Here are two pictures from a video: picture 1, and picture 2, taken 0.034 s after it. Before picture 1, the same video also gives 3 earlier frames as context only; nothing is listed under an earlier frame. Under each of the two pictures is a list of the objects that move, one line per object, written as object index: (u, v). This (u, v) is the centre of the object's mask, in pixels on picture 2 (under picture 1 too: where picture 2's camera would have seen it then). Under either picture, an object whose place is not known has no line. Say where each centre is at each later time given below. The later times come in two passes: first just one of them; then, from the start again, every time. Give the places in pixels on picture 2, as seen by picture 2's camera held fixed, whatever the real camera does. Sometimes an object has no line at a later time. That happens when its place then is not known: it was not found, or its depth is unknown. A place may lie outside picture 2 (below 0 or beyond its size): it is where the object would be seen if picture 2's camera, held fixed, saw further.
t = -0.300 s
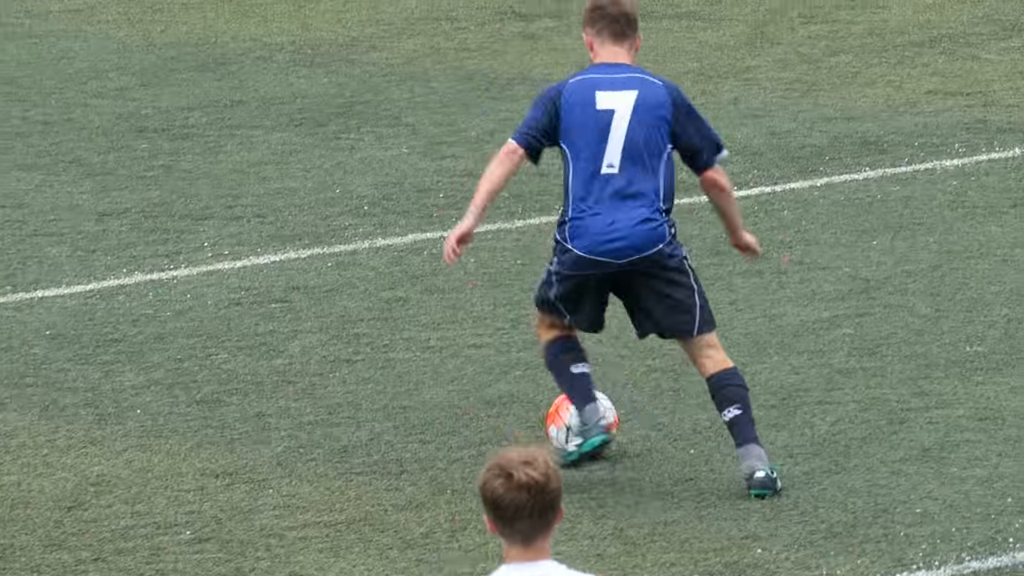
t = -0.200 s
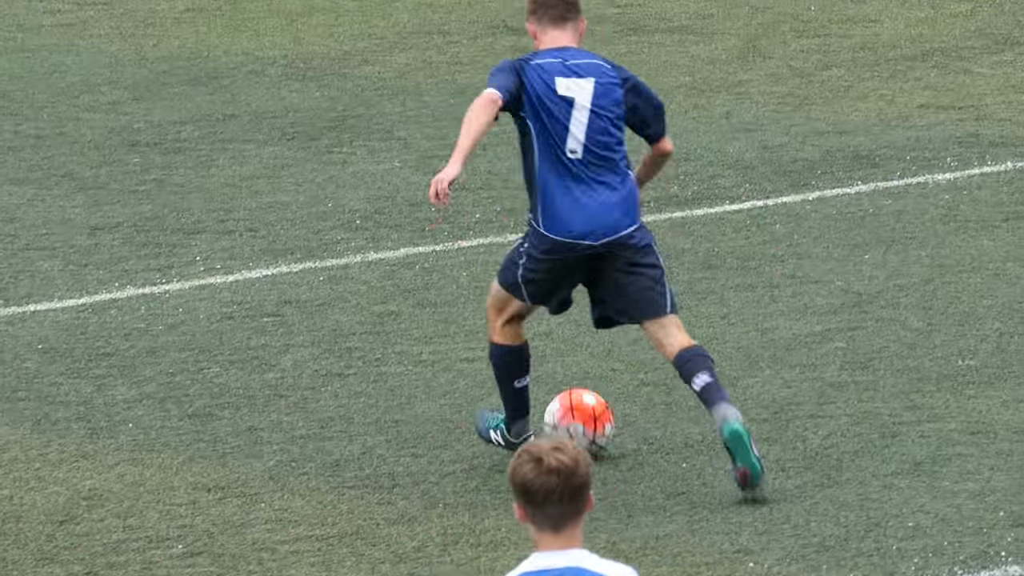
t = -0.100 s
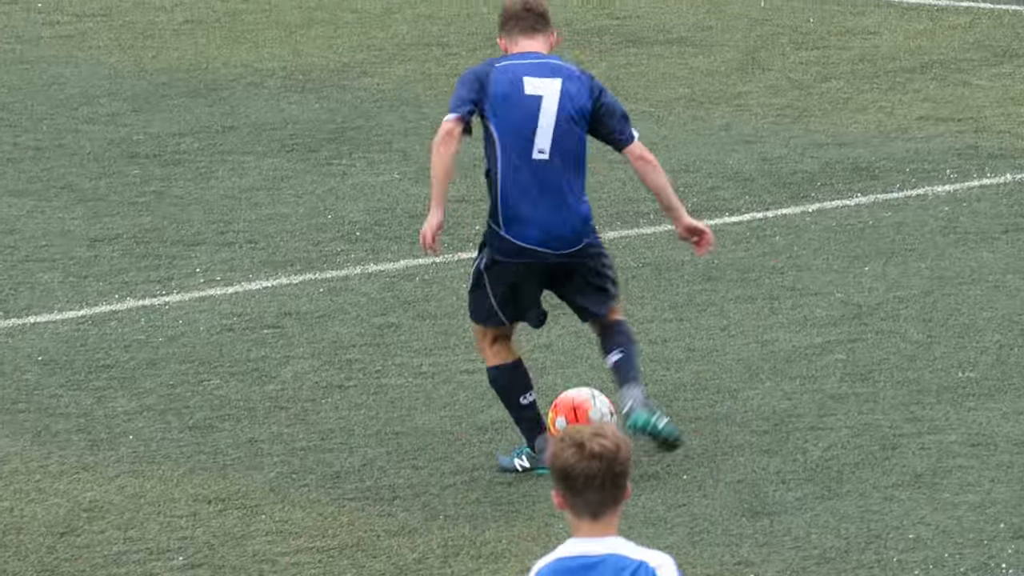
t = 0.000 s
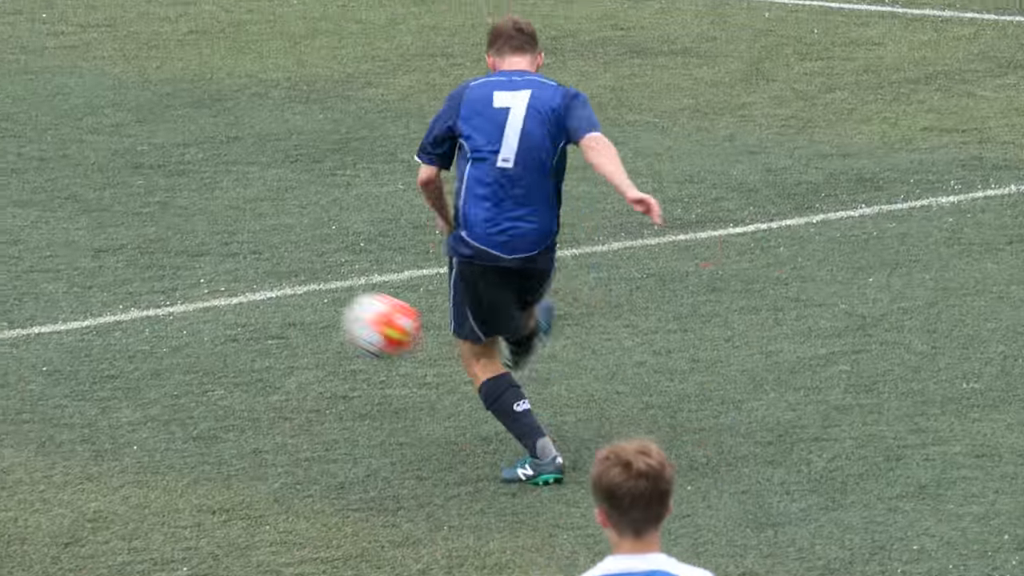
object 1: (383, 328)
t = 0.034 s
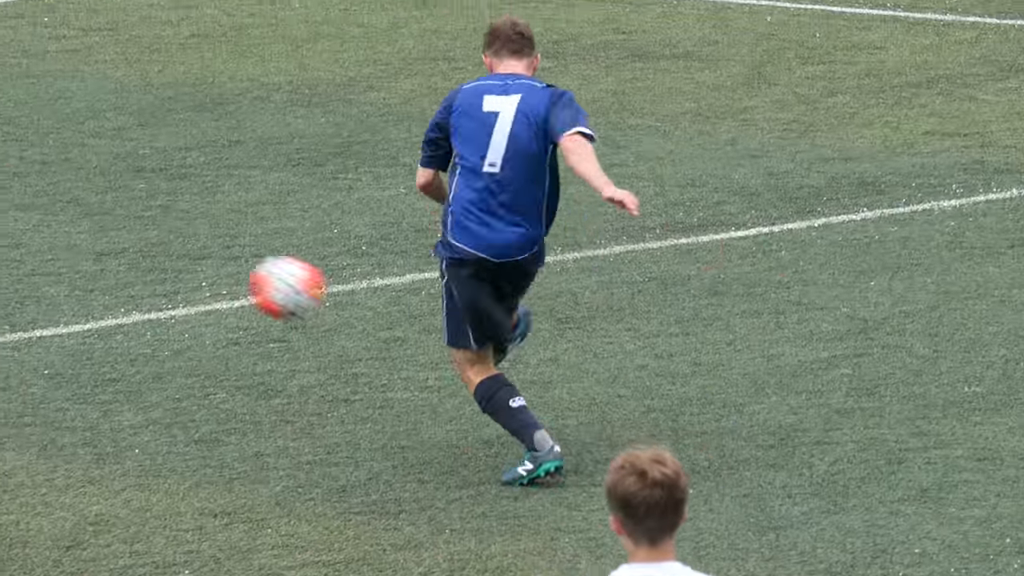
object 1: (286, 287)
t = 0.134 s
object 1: (22, 194)
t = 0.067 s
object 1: (194, 252)
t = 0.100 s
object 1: (107, 222)
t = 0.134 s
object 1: (22, 194)
